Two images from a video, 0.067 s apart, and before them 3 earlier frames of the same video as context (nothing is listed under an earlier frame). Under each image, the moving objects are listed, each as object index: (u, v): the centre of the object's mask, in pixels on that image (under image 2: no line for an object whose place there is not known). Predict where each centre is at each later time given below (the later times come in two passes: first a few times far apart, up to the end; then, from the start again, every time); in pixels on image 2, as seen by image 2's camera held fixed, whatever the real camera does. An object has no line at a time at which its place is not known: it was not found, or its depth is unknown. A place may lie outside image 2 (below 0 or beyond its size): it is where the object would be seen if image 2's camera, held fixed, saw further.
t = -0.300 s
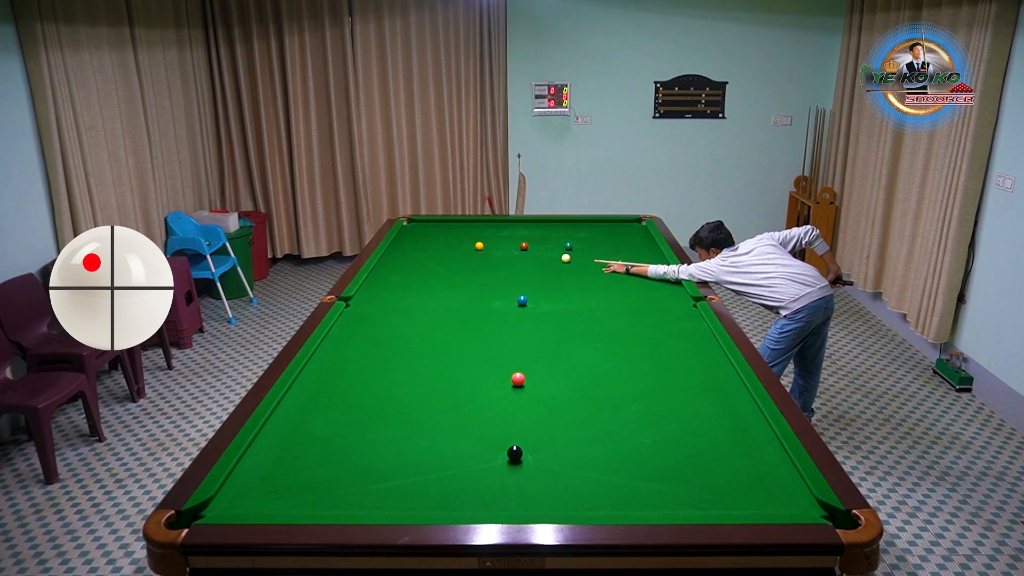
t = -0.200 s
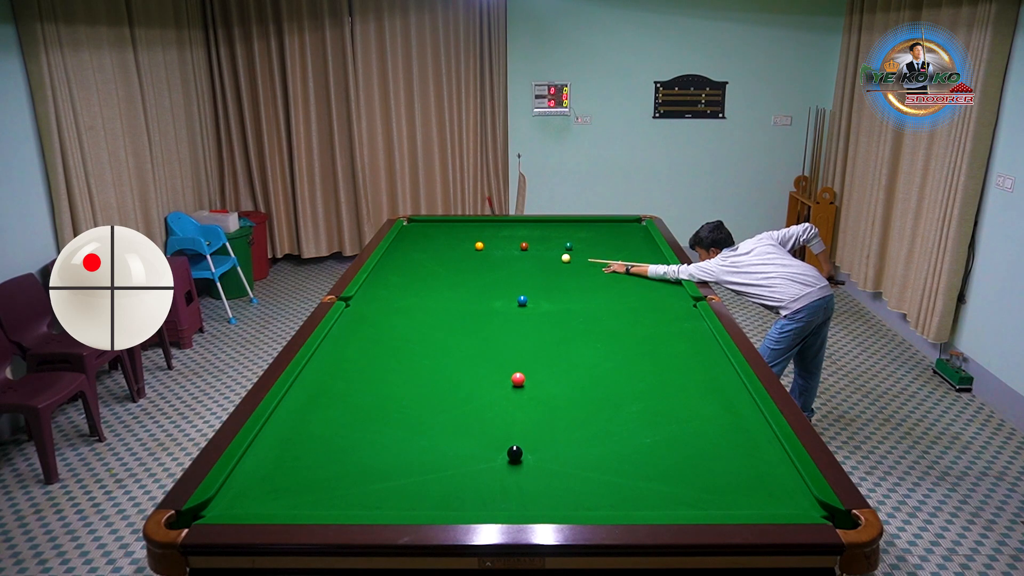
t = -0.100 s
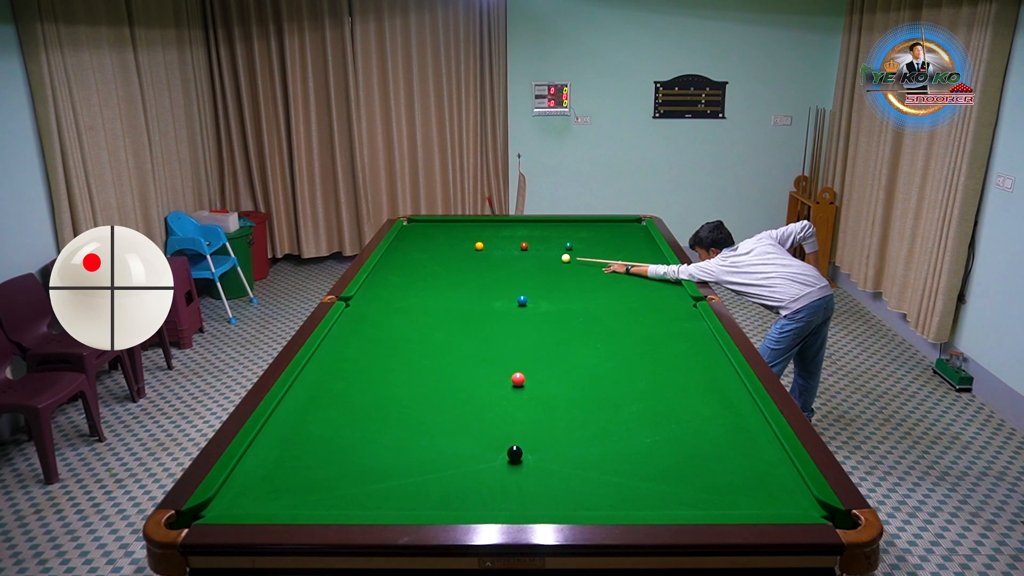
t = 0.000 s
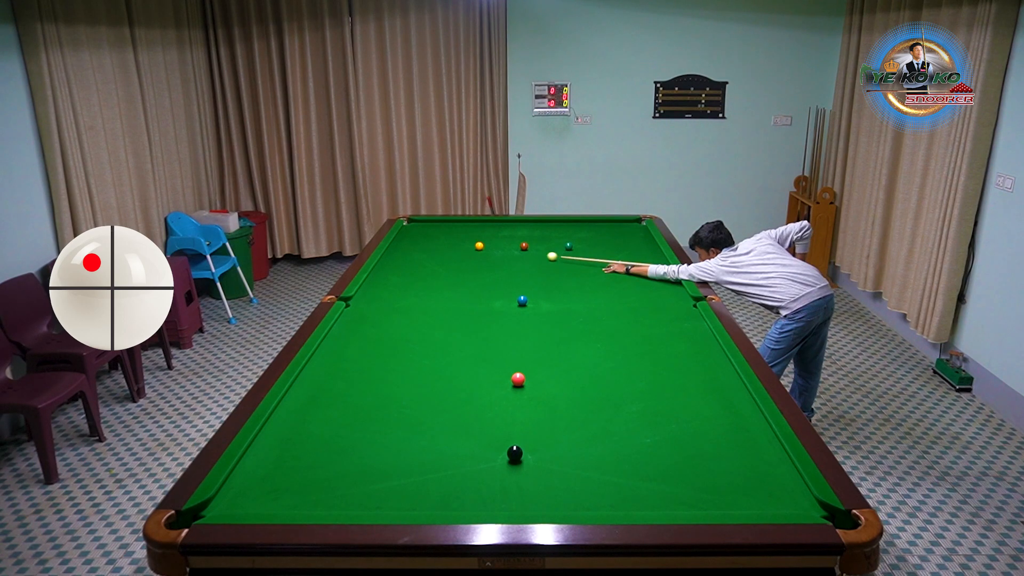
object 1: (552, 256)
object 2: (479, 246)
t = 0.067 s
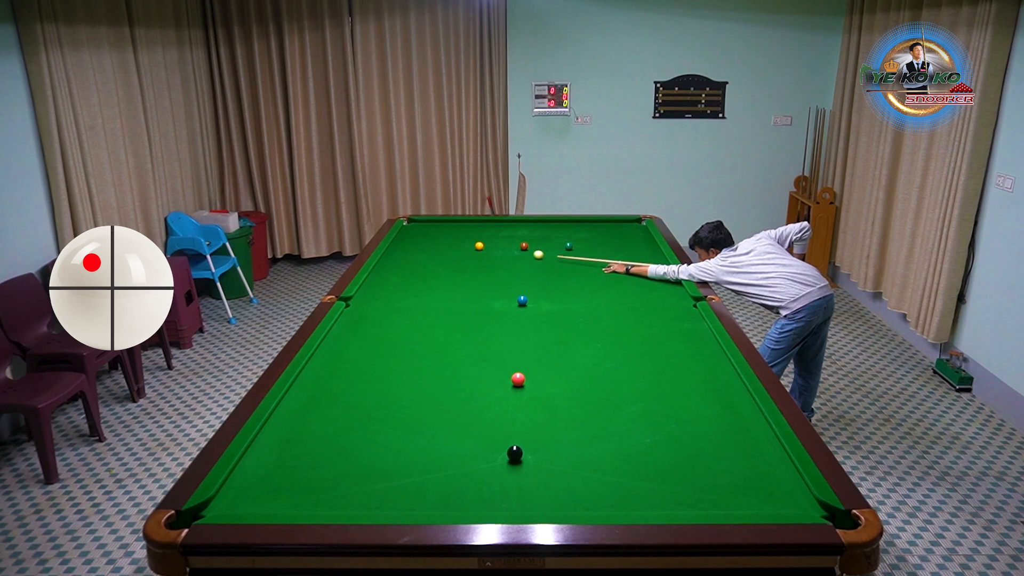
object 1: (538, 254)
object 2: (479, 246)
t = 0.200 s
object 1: (512, 251)
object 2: (479, 246)
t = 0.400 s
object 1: (480, 248)
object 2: (474, 244)
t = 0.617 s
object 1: (460, 250)
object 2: (461, 240)
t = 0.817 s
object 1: (441, 252)
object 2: (451, 236)
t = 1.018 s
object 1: (423, 253)
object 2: (441, 233)
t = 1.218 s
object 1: (406, 255)
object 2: (432, 230)
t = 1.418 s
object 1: (389, 256)
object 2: (424, 227)
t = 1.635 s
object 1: (391, 258)
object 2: (416, 224)
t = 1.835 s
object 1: (400, 259)
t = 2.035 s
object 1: (409, 260)
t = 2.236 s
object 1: (417, 261)
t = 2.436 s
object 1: (425, 262)
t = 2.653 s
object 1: (433, 263)
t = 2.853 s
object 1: (439, 264)
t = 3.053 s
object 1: (445, 265)
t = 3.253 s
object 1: (450, 265)
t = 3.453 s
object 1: (454, 266)
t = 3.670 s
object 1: (458, 266)
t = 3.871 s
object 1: (461, 267)
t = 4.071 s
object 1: (463, 267)
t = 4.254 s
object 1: (465, 267)
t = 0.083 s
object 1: (535, 254)
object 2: (479, 246)
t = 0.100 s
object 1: (532, 254)
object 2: (479, 246)
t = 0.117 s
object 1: (528, 253)
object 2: (479, 246)
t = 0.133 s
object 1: (525, 253)
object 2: (479, 246)
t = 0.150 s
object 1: (522, 253)
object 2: (479, 246)
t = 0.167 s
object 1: (518, 252)
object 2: (479, 246)
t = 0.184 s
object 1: (515, 252)
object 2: (479, 246)
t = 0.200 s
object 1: (512, 251)
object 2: (479, 246)
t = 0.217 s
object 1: (509, 251)
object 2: (479, 246)
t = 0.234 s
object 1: (506, 250)
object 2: (479, 246)
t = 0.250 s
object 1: (503, 250)
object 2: (479, 246)
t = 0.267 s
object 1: (500, 249)
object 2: (479, 246)
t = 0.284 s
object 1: (497, 249)
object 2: (479, 246)
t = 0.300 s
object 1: (493, 249)
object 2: (479, 246)
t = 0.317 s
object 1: (490, 248)
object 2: (479, 246)
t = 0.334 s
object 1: (488, 248)
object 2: (479, 246)
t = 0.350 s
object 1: (485, 248)
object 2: (478, 246)
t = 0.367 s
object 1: (483, 248)
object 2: (477, 245)
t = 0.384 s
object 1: (481, 248)
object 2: (475, 245)
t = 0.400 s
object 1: (480, 248)
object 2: (474, 244)
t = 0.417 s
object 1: (479, 248)
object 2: (473, 244)
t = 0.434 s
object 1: (477, 249)
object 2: (472, 243)
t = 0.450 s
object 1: (475, 249)
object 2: (471, 243)
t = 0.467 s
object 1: (474, 249)
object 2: (470, 242)
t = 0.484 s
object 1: (472, 249)
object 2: (469, 242)
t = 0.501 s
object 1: (471, 249)
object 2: (468, 241)
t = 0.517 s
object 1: (469, 249)
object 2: (467, 241)
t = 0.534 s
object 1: (467, 250)
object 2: (466, 241)
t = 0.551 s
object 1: (466, 250)
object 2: (465, 241)
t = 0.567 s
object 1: (464, 250)
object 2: (464, 240)
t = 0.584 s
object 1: (463, 250)
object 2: (463, 240)
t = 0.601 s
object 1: (461, 250)
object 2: (462, 240)
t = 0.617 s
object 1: (460, 250)
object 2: (461, 240)
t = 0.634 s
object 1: (458, 250)
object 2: (460, 239)
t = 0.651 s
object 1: (456, 250)
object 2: (459, 239)
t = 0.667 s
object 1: (455, 250)
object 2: (459, 239)
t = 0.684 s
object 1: (453, 250)
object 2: (458, 238)
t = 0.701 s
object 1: (452, 250)
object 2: (457, 238)
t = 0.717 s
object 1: (450, 251)
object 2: (456, 238)
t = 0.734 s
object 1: (449, 251)
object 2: (455, 238)
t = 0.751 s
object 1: (447, 251)
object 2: (454, 237)
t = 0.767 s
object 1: (446, 251)
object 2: (453, 237)
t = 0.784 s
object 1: (444, 251)
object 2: (452, 237)
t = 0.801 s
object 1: (443, 251)
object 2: (452, 236)
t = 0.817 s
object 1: (441, 252)
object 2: (451, 236)
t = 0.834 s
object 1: (440, 252)
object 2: (450, 236)
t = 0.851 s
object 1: (438, 252)
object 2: (449, 235)
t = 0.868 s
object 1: (437, 252)
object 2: (448, 235)
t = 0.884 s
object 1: (435, 252)
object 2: (447, 235)
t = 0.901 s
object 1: (434, 252)
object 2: (447, 235)
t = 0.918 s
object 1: (432, 252)
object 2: (446, 235)
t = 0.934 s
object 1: (431, 253)
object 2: (445, 234)
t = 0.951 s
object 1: (429, 253)
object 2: (444, 234)
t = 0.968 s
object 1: (428, 253)
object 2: (443, 234)
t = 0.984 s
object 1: (426, 253)
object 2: (443, 233)
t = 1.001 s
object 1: (425, 253)
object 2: (442, 233)
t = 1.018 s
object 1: (423, 253)
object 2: (441, 233)
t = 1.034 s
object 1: (422, 253)
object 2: (440, 233)
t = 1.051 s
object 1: (420, 253)
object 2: (439, 232)
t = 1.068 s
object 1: (419, 254)
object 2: (439, 232)
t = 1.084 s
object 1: (417, 254)
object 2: (438, 232)
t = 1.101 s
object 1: (416, 254)
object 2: (437, 232)
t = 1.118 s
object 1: (415, 254)
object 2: (436, 231)
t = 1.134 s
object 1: (413, 254)
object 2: (436, 231)
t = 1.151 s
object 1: (412, 254)
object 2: (435, 231)
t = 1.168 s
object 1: (410, 254)
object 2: (434, 230)
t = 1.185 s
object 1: (409, 255)
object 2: (433, 230)
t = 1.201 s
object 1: (407, 255)
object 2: (433, 230)
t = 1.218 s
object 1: (406, 255)
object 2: (432, 230)
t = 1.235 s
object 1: (405, 255)
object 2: (431, 230)
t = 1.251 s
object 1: (403, 255)
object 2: (431, 229)
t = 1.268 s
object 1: (402, 255)
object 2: (430, 229)
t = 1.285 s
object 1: (400, 255)
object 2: (429, 229)
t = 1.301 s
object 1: (399, 255)
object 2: (429, 228)
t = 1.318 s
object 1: (398, 256)
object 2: (428, 228)
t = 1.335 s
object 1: (396, 256)
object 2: (427, 228)
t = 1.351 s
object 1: (395, 256)
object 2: (426, 228)
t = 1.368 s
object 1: (393, 256)
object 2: (426, 228)
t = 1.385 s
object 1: (392, 256)
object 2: (425, 227)
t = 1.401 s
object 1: (391, 256)
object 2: (424, 227)
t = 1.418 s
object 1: (389, 256)
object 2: (424, 227)
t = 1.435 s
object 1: (388, 256)
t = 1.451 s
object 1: (387, 257)
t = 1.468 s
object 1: (385, 257)
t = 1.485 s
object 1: (384, 257)
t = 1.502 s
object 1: (384, 257)
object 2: (420, 226)
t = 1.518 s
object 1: (385, 257)
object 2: (420, 226)
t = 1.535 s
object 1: (386, 257)
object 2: (419, 225)
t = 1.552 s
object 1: (387, 257)
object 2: (419, 225)
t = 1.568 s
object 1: (388, 257)
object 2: (418, 225)
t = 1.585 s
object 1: (389, 257)
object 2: (417, 225)
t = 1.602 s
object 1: (389, 257)
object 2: (417, 224)
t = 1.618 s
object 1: (390, 258)
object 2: (416, 224)
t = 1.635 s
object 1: (391, 258)
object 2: (416, 224)
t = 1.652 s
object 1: (392, 258)
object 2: (415, 224)
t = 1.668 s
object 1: (393, 258)
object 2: (414, 224)
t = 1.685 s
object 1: (393, 258)
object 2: (414, 223)
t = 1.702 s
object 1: (394, 258)
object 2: (413, 223)
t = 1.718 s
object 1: (395, 258)
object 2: (413, 223)
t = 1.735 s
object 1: (396, 258)
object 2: (412, 223)
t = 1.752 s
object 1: (396, 258)
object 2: (412, 223)
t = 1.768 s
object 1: (397, 259)
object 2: (411, 222)
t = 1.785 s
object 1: (398, 259)
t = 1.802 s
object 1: (399, 259)
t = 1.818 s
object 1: (400, 259)
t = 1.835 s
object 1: (400, 259)
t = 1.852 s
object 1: (401, 259)
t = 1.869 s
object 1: (402, 259)
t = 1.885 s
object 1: (403, 259)
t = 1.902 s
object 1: (403, 259)
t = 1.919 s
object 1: (404, 259)
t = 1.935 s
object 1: (405, 259)
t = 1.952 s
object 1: (406, 260)
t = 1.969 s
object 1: (406, 260)
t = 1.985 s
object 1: (407, 260)
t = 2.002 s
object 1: (408, 260)
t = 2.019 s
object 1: (408, 260)
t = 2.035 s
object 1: (409, 260)
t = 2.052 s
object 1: (410, 260)
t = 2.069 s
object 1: (411, 260)
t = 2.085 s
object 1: (411, 260)
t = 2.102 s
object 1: (412, 260)
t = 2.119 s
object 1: (413, 261)
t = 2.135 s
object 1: (413, 261)
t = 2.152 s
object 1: (414, 261)
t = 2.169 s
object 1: (415, 261)
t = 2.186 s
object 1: (416, 261)
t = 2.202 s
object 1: (416, 261)
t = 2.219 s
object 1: (417, 261)
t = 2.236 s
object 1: (417, 261)
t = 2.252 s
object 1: (418, 261)
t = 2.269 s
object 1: (419, 261)
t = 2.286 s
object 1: (419, 261)
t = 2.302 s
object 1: (420, 261)
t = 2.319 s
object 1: (421, 261)
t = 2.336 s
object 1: (421, 262)
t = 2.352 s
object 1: (422, 262)
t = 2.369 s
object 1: (423, 262)
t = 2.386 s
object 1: (423, 262)
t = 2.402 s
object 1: (424, 262)
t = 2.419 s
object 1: (424, 262)
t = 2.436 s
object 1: (425, 262)
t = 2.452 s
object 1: (426, 262)
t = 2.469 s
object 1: (426, 262)
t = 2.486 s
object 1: (427, 262)
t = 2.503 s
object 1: (428, 262)
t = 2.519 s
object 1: (428, 262)
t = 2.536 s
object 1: (429, 262)
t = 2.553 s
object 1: (429, 263)
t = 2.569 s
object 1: (430, 263)
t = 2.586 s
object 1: (430, 263)
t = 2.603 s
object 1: (431, 263)
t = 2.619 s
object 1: (431, 263)
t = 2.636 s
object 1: (432, 263)
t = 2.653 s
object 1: (433, 263)
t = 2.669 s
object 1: (433, 263)
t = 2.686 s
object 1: (434, 263)
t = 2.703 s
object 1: (434, 263)
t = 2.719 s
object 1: (435, 263)
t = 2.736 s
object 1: (435, 263)
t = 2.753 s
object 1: (436, 263)
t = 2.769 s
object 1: (436, 263)
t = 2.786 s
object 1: (437, 263)
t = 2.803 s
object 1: (437, 264)
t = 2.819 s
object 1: (438, 264)
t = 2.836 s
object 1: (438, 264)
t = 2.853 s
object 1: (439, 264)
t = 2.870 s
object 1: (440, 264)
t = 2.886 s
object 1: (440, 264)
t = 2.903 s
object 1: (440, 264)
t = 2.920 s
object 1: (441, 264)
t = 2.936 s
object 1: (441, 264)
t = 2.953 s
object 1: (442, 264)
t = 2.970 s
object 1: (442, 264)
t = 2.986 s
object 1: (443, 264)
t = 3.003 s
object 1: (443, 264)
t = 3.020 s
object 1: (444, 264)
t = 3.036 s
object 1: (444, 265)
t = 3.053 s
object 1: (445, 265)
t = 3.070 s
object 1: (445, 265)
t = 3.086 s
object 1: (446, 265)
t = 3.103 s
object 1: (446, 265)
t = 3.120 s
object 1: (447, 265)
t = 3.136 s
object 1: (447, 265)
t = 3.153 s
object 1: (447, 265)
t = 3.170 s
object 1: (448, 265)
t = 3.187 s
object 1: (448, 265)
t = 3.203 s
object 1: (449, 265)
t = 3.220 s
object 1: (449, 265)
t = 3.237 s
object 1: (449, 265)
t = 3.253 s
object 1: (450, 265)
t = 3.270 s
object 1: (450, 265)
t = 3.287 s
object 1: (451, 265)
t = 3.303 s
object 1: (451, 265)
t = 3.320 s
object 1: (451, 265)
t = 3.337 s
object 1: (452, 265)
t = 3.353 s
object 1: (452, 266)
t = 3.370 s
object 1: (452, 266)
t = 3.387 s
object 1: (453, 266)
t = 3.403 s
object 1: (453, 266)
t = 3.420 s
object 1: (453, 266)
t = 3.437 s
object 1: (454, 266)
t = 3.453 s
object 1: (454, 266)
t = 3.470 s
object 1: (455, 266)
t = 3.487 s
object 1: (455, 266)
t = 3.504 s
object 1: (455, 266)
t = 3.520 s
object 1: (455, 266)
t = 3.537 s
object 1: (456, 266)
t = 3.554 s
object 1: (456, 266)
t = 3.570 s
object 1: (456, 266)
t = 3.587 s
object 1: (457, 266)
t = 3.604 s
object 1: (457, 266)
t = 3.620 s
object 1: (457, 266)
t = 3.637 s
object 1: (458, 266)
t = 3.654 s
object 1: (458, 266)
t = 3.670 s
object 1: (458, 266)
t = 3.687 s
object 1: (458, 266)
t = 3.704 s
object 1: (459, 266)
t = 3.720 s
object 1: (459, 266)
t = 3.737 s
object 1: (459, 266)
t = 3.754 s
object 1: (459, 266)
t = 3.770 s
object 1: (460, 267)
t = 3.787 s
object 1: (460, 267)
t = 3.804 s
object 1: (460, 267)
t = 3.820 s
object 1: (460, 267)
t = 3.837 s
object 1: (461, 267)
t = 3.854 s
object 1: (461, 267)
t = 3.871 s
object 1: (461, 267)
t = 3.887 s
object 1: (461, 267)
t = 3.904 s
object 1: (461, 267)
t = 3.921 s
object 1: (462, 267)
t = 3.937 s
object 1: (462, 267)
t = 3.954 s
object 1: (462, 267)
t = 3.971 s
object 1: (462, 267)
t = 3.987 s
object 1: (462, 267)
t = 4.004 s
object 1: (463, 267)
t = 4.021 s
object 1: (463, 267)
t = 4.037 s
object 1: (463, 267)
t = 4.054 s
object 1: (463, 267)
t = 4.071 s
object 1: (463, 267)
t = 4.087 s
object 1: (463, 267)
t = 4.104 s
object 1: (464, 267)
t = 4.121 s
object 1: (464, 267)
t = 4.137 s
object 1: (464, 267)
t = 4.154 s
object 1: (464, 267)
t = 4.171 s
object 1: (464, 267)
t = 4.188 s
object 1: (464, 267)
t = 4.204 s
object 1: (464, 267)
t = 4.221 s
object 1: (465, 267)
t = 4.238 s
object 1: (465, 267)
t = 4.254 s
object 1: (465, 267)
